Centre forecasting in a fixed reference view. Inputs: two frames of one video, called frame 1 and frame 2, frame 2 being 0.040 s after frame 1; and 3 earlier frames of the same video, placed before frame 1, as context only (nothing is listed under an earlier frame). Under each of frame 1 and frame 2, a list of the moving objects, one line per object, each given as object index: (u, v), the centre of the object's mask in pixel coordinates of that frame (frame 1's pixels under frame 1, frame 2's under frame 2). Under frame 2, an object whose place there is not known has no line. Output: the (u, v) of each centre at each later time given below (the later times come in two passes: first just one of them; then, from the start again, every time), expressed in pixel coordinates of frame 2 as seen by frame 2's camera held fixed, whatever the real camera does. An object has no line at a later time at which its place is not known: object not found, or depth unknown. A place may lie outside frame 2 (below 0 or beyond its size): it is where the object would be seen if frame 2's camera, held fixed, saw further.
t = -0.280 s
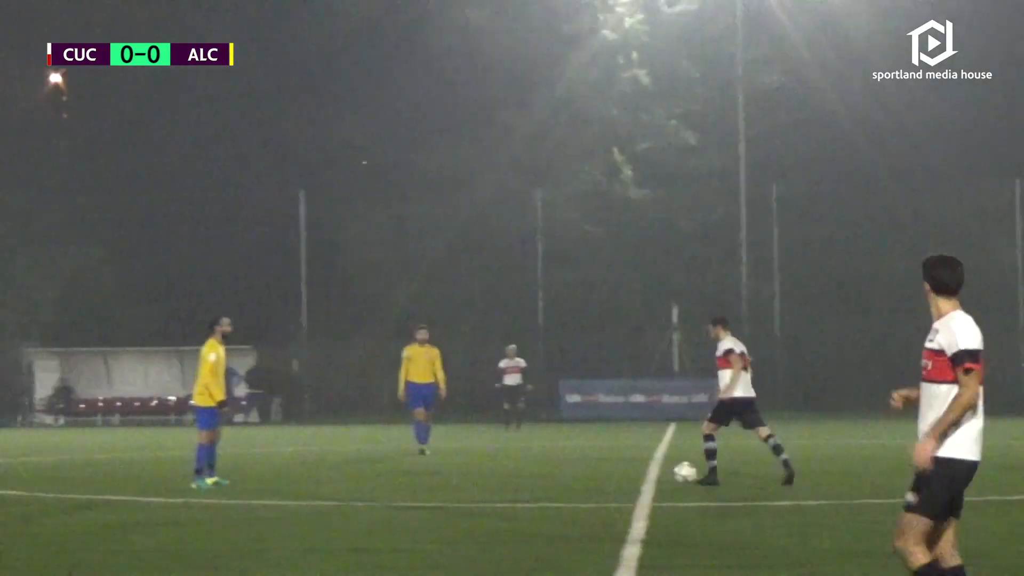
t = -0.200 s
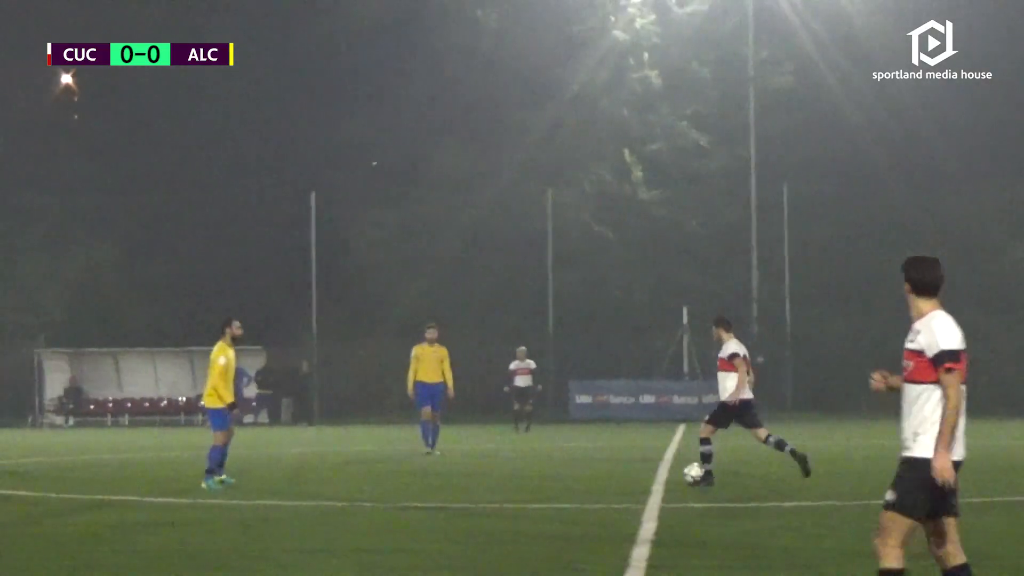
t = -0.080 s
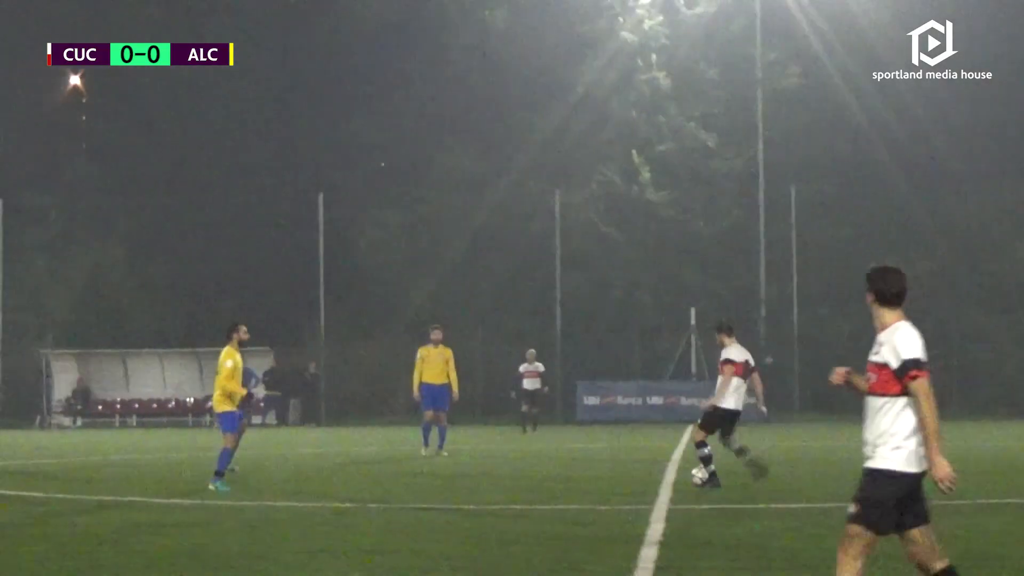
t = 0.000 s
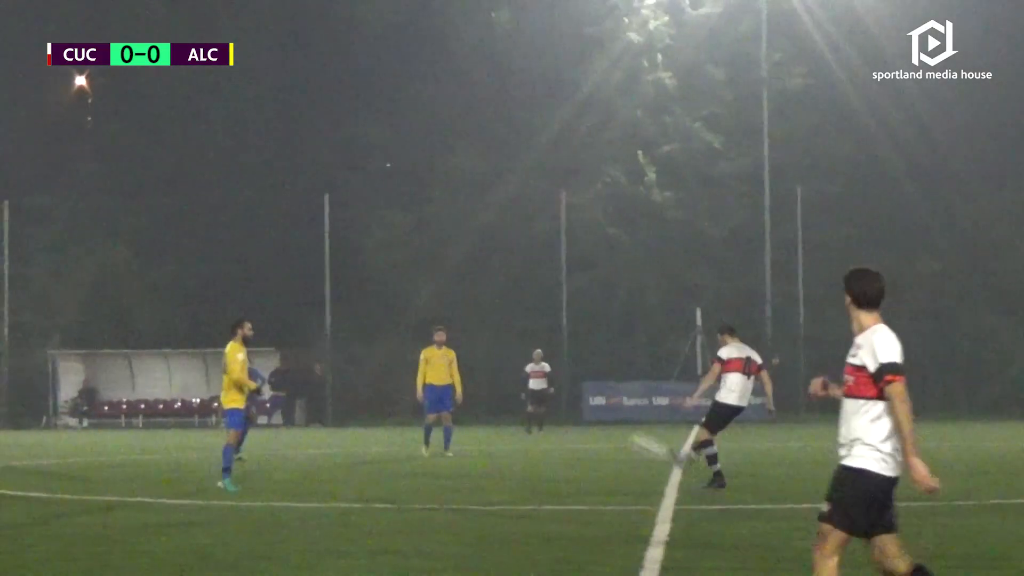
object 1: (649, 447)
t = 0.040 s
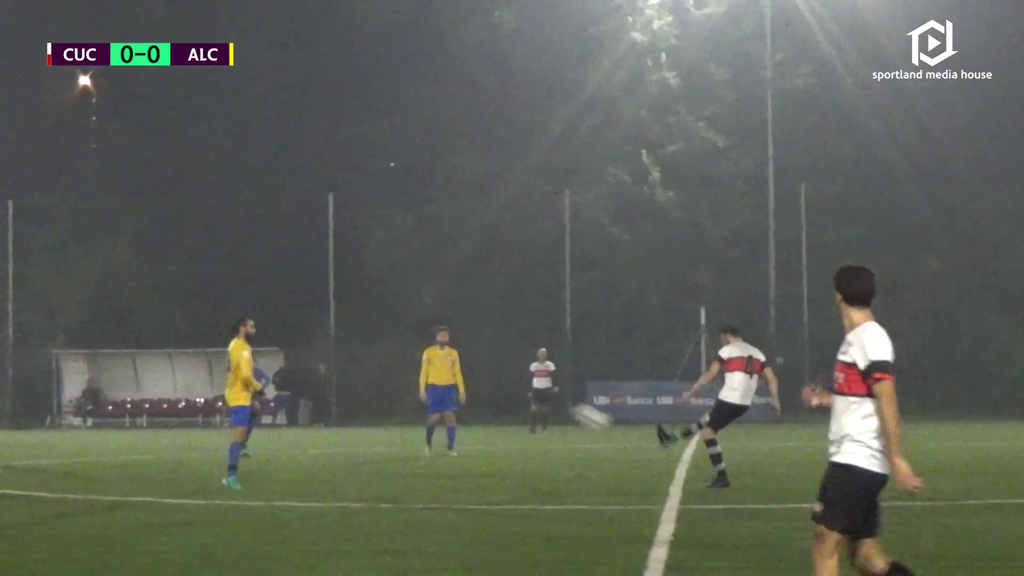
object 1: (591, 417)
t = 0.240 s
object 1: (308, 302)
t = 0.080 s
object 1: (532, 391)
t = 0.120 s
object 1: (476, 367)
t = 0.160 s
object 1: (417, 342)
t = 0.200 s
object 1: (362, 322)
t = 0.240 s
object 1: (308, 302)
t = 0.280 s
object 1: (256, 284)
